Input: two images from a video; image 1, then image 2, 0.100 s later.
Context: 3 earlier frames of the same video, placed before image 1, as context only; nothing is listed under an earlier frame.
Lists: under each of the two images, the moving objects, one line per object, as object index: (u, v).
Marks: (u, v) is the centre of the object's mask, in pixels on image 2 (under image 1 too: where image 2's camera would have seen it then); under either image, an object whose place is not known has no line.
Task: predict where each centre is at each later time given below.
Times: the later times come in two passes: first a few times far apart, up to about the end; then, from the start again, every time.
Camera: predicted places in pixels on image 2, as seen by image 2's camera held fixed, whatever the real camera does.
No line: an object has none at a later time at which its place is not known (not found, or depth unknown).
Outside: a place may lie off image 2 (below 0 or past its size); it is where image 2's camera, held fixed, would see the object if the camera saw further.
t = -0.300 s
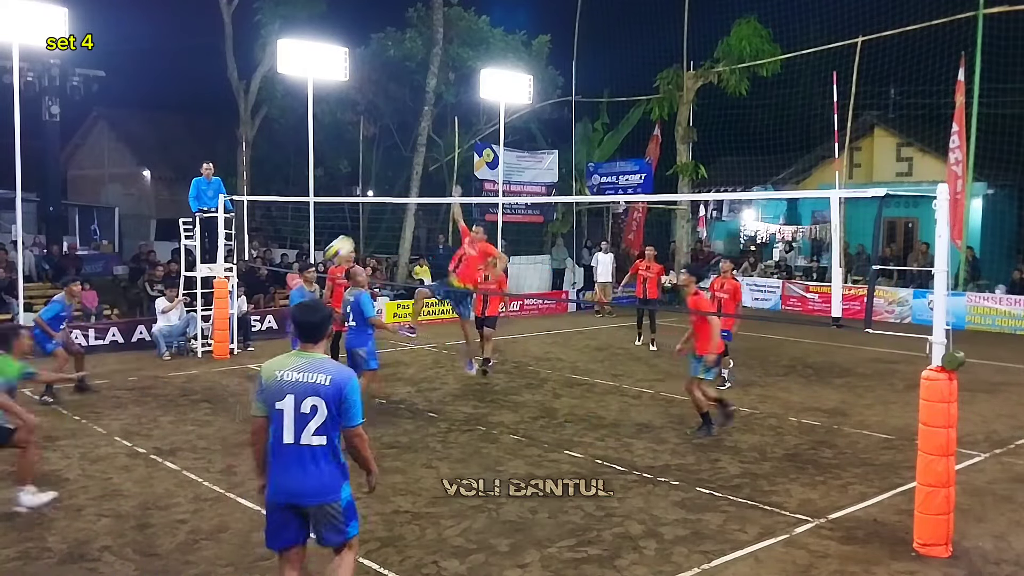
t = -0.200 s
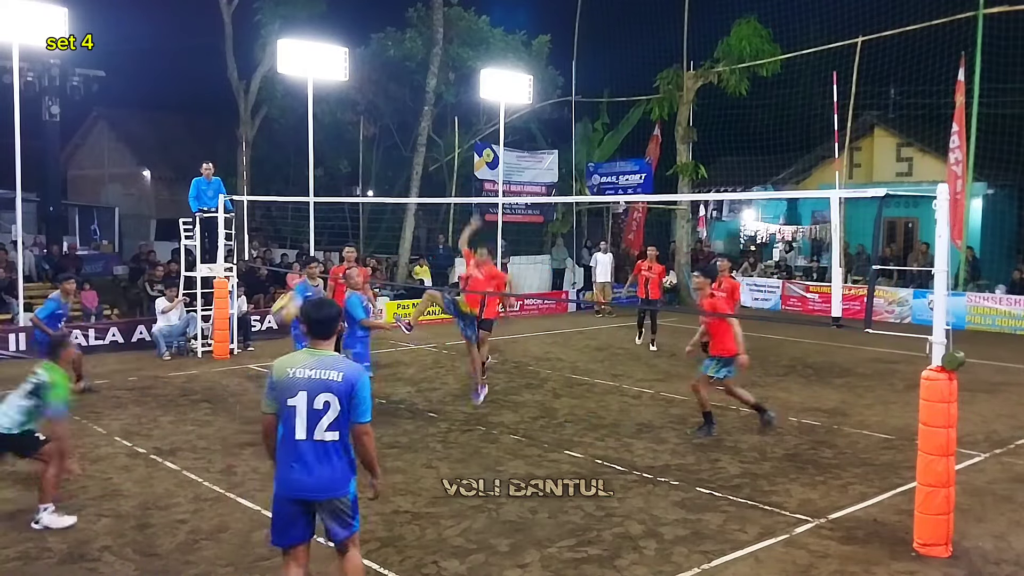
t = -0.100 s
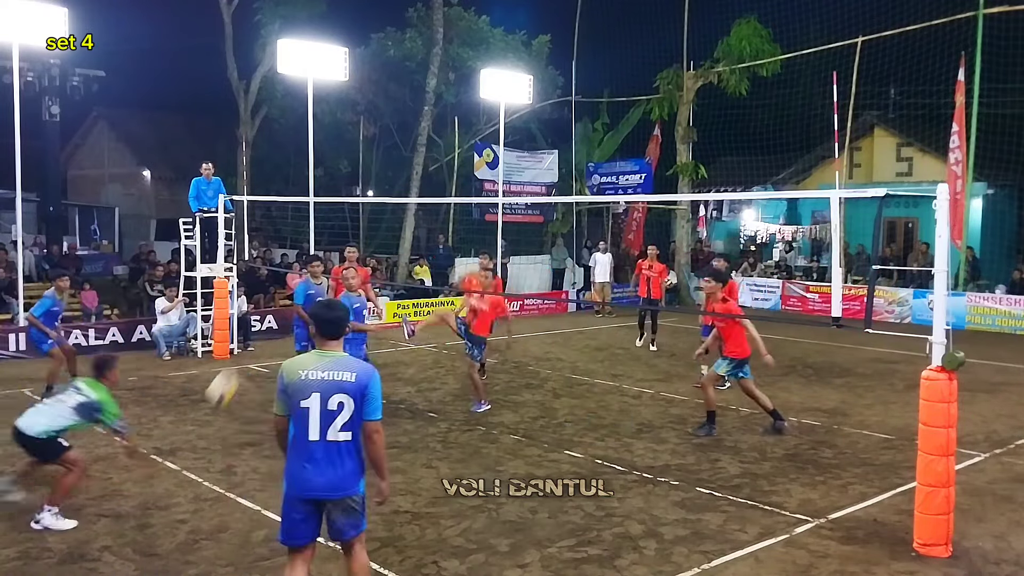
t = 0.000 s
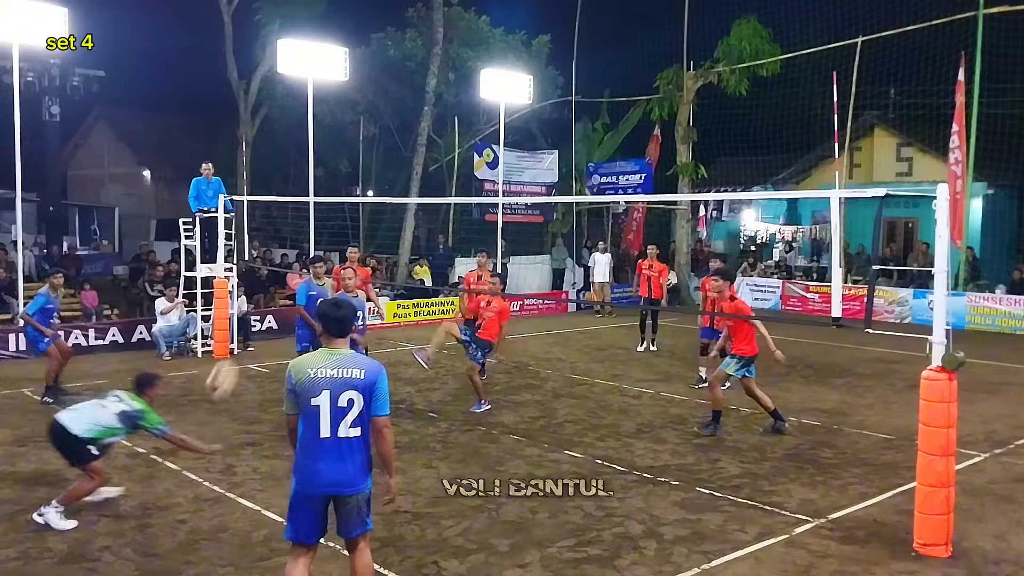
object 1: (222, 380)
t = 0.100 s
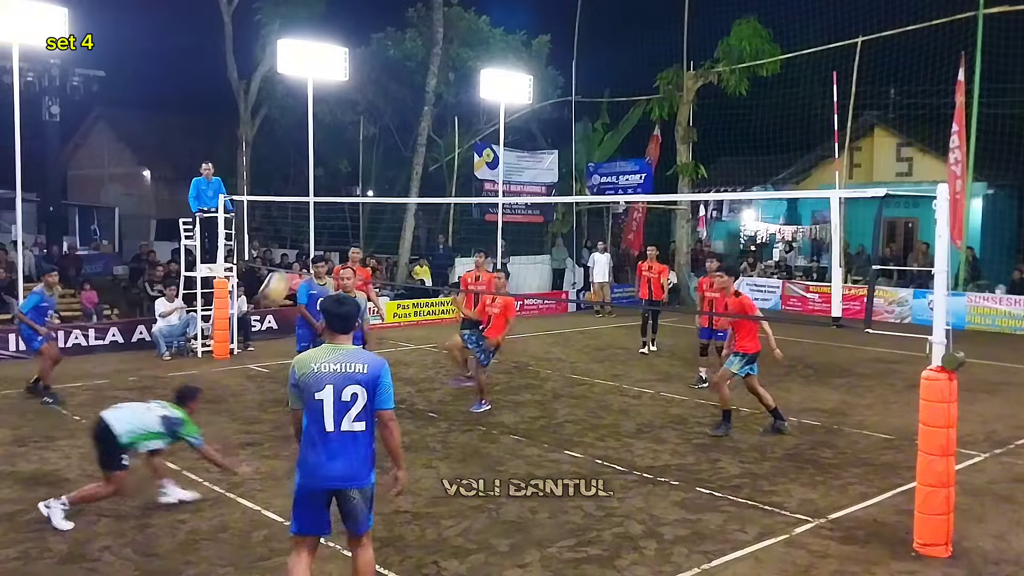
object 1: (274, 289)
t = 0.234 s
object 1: (335, 197)
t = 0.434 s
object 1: (407, 109)
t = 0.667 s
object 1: (472, 68)
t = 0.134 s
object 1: (291, 260)
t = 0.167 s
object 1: (305, 238)
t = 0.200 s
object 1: (322, 217)
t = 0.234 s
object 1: (335, 197)
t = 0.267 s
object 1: (347, 177)
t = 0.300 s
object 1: (360, 162)
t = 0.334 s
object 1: (372, 145)
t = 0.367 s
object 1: (384, 132)
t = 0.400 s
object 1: (395, 120)
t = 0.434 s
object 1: (407, 109)
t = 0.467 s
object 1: (417, 100)
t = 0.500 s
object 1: (427, 92)
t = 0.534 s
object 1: (437, 84)
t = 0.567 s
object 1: (446, 79)
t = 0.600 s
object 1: (455, 74)
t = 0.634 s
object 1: (464, 71)
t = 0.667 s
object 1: (472, 68)
